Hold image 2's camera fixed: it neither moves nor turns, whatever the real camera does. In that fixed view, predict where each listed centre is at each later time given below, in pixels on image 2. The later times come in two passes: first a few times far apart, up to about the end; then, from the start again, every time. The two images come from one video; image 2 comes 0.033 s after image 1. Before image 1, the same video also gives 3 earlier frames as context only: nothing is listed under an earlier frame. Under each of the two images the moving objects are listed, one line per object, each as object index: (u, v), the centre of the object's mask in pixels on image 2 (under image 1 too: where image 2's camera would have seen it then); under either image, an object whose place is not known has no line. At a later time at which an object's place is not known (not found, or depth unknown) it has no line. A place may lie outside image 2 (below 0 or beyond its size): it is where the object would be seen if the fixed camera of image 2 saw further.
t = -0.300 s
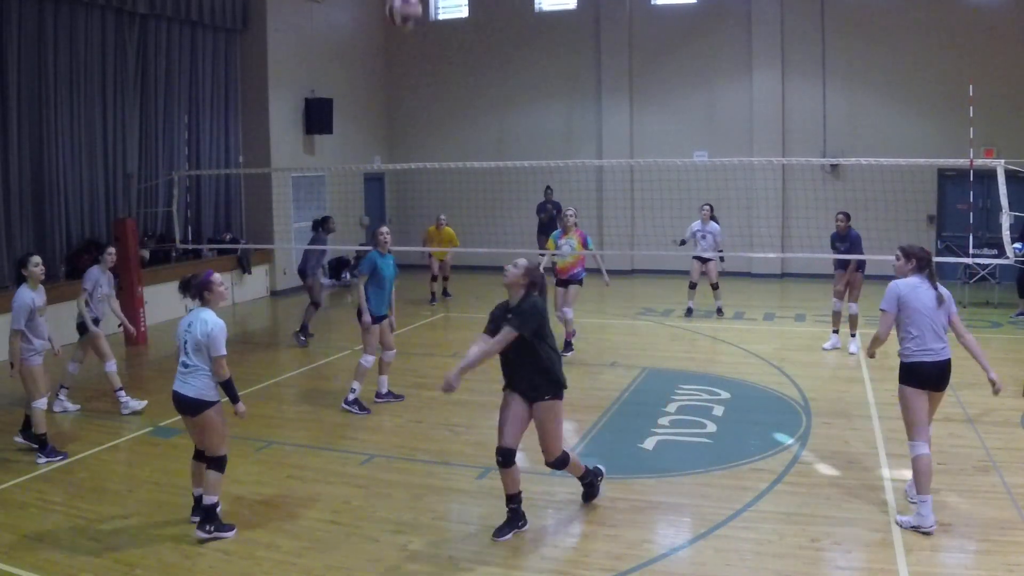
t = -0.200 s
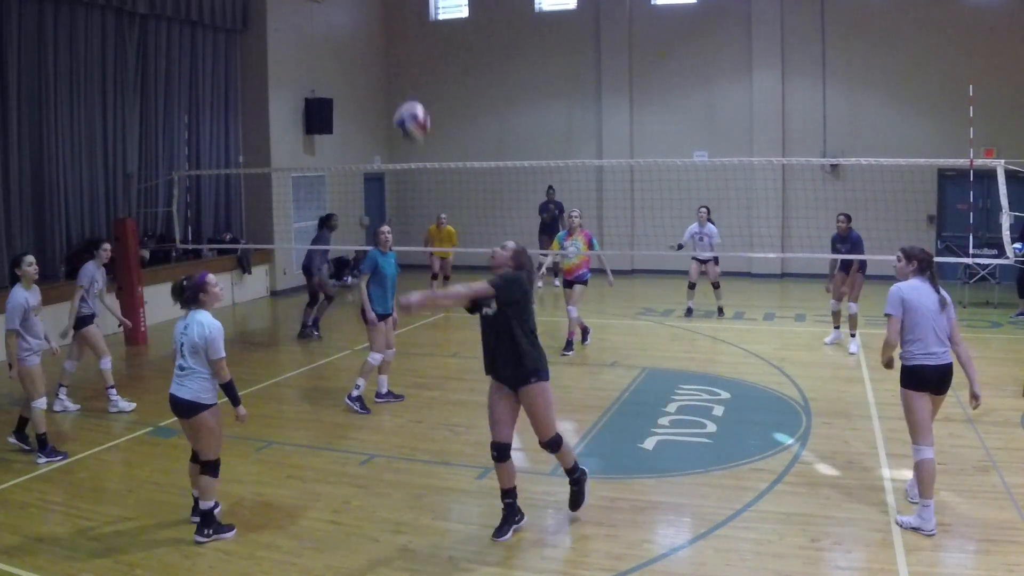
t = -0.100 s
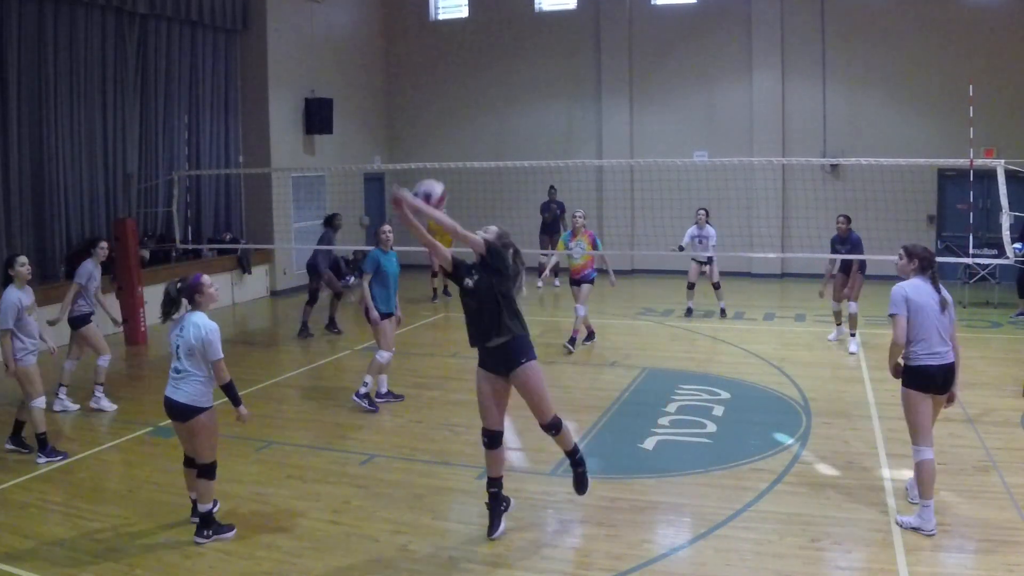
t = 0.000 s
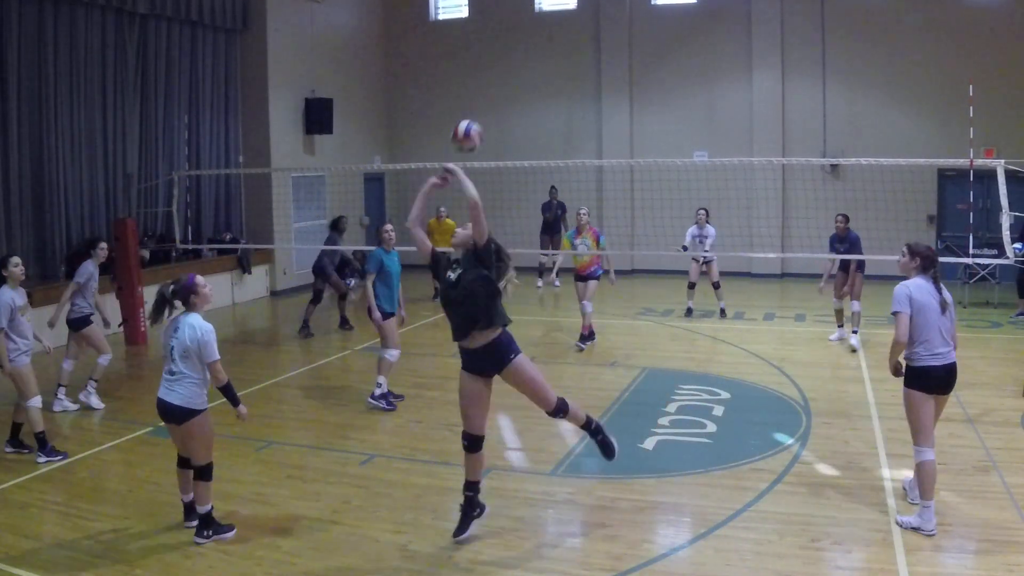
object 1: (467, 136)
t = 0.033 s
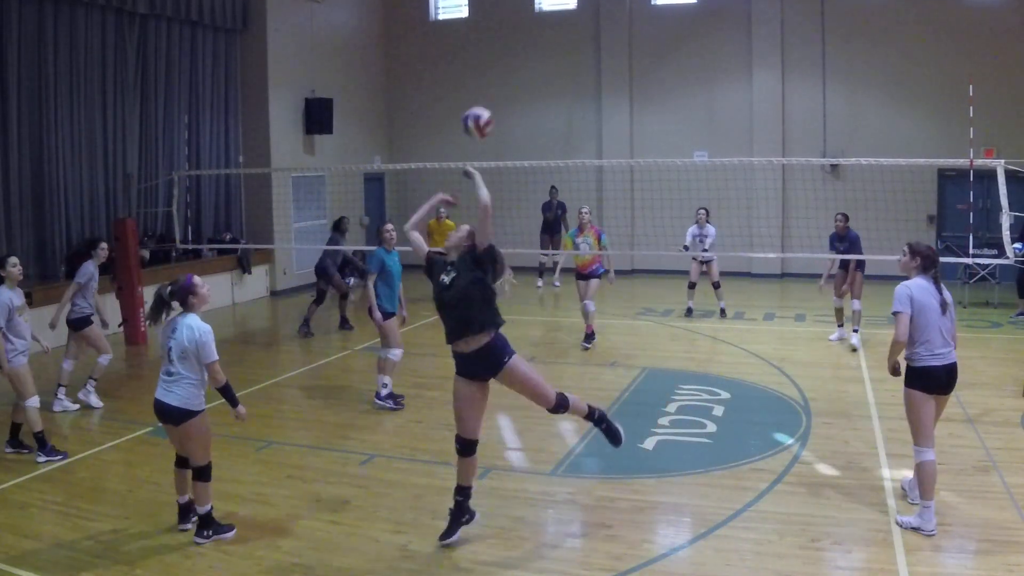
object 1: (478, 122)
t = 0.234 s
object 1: (530, 87)
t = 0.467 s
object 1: (572, 112)
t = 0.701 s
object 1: (601, 179)
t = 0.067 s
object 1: (488, 110)
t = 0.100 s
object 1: (499, 101)
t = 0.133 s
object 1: (507, 95)
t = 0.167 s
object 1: (515, 91)
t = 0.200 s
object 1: (523, 88)
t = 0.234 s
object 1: (530, 87)
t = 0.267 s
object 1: (537, 87)
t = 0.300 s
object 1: (544, 89)
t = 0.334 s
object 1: (550, 91)
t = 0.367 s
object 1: (556, 95)
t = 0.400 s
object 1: (561, 100)
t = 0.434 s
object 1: (567, 106)
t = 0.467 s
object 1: (572, 112)
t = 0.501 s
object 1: (577, 120)
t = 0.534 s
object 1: (581, 128)
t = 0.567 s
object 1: (586, 137)
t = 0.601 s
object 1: (590, 147)
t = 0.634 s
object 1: (594, 155)
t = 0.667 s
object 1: (597, 170)
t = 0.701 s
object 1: (601, 179)
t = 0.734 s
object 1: (605, 191)
